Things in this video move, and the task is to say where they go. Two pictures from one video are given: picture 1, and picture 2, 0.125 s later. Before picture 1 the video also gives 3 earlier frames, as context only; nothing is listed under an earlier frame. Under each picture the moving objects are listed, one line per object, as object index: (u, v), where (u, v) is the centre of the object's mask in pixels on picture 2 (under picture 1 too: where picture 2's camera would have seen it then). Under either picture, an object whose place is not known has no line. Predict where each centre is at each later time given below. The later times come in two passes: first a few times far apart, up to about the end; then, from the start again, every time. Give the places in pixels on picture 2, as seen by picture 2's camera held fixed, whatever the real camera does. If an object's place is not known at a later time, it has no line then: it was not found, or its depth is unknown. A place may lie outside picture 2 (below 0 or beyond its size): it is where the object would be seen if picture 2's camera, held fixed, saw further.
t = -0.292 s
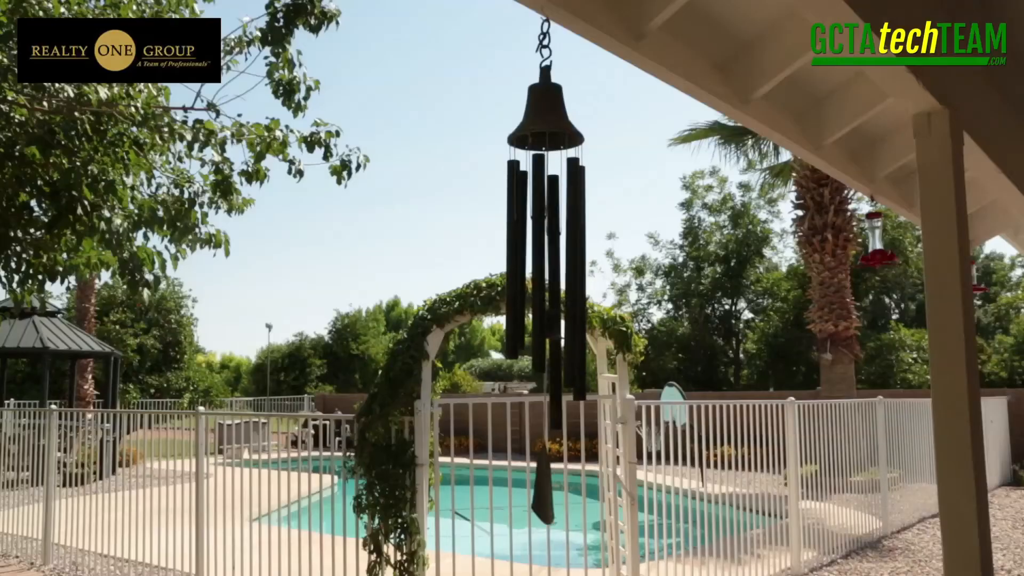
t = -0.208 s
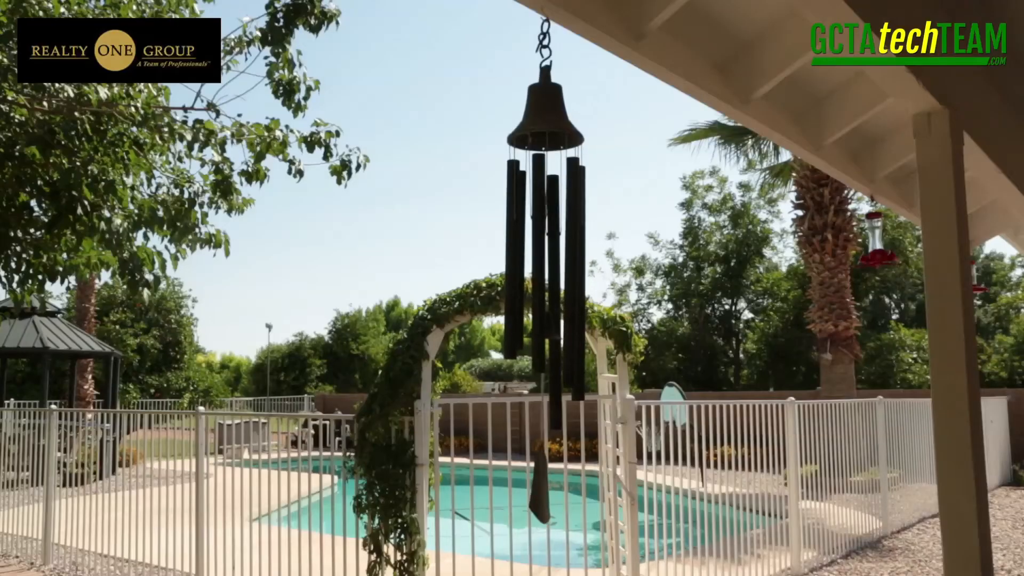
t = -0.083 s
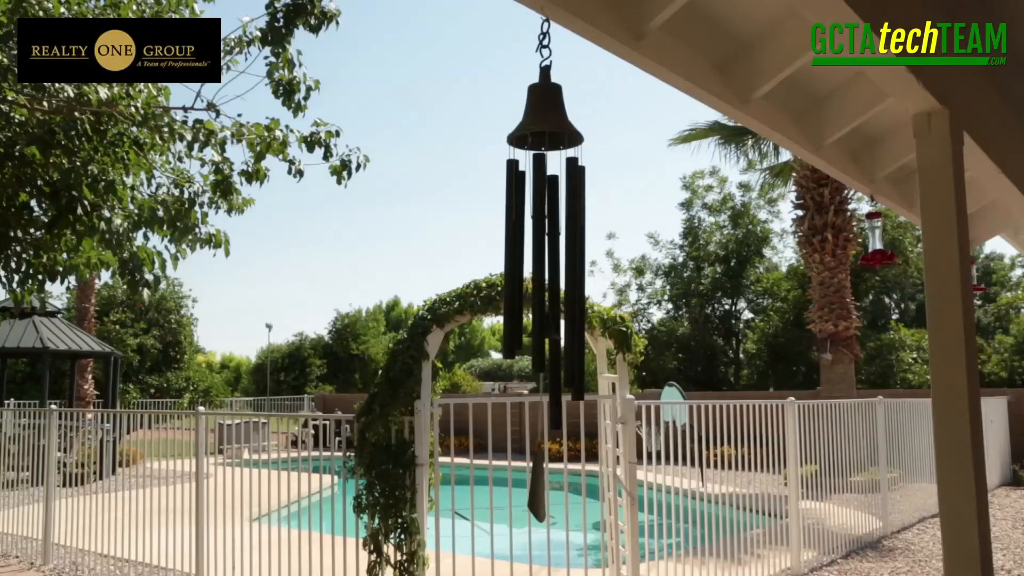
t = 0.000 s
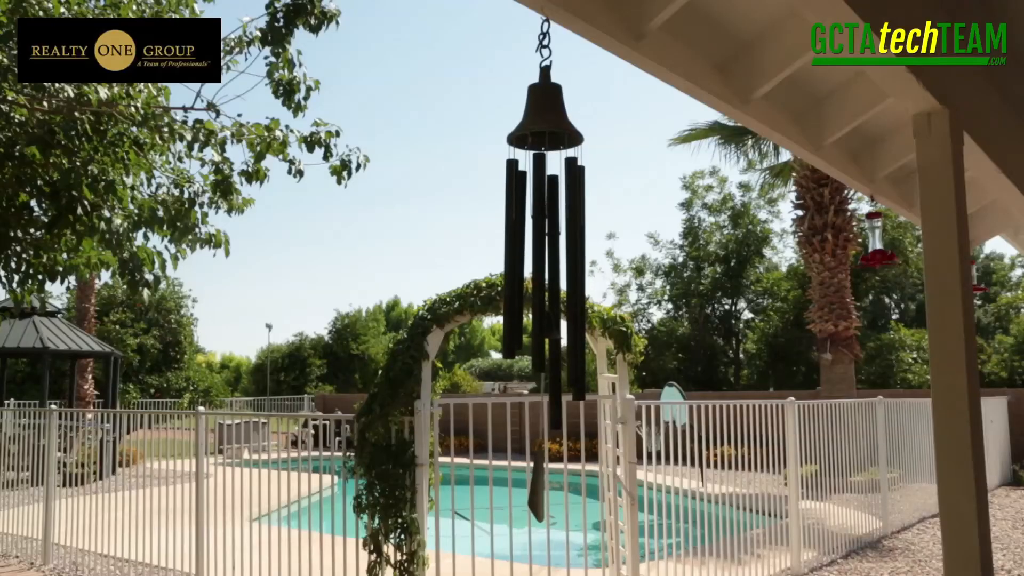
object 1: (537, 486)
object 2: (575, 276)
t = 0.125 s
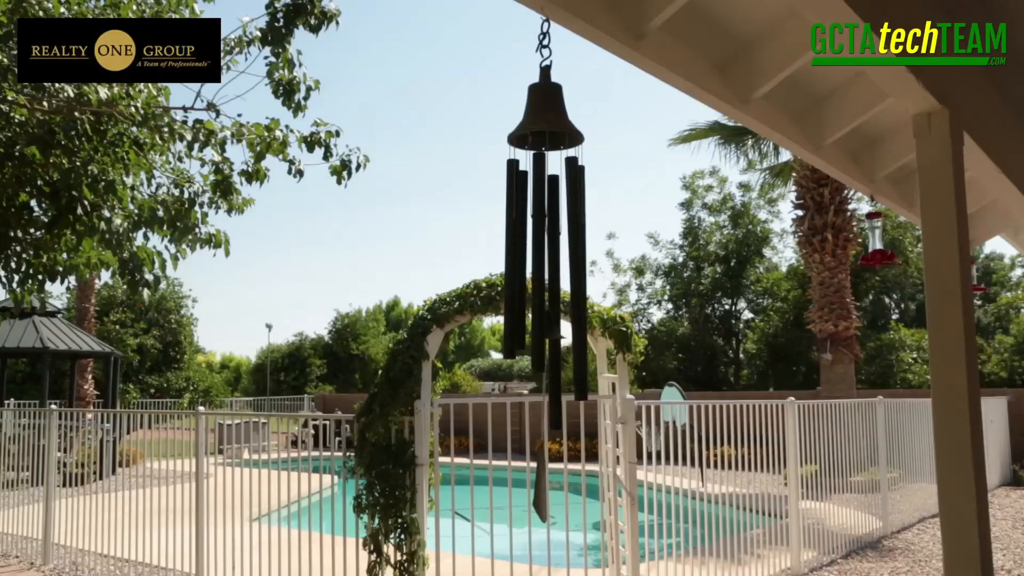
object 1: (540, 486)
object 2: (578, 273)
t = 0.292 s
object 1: (550, 490)
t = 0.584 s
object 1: (566, 491)
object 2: (582, 275)
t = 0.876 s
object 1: (567, 490)
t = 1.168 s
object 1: (552, 488)
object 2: (577, 278)
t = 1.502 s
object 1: (539, 487)
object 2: (577, 280)
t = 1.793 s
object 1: (547, 489)
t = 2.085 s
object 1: (561, 491)
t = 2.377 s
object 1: (566, 491)
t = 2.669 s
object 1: (554, 489)
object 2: (577, 279)
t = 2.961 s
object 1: (546, 487)
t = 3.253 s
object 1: (548, 490)
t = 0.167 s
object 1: (542, 488)
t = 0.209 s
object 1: (545, 487)
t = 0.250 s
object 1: (547, 490)
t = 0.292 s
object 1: (550, 490)
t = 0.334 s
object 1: (552, 490)
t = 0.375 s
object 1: (555, 489)
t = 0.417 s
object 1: (558, 491)
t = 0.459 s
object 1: (560, 490)
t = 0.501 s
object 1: (562, 490)
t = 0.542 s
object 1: (564, 491)
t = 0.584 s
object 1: (566, 491)
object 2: (582, 275)
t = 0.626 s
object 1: (568, 492)
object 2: (582, 276)
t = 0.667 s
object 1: (569, 491)
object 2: (582, 276)
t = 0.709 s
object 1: (570, 491)
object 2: (582, 276)
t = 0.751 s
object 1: (570, 492)
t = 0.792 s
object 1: (569, 491)
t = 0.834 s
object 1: (568, 491)
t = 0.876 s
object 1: (567, 490)
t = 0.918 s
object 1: (565, 490)
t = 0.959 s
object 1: (563, 491)
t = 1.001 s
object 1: (561, 490)
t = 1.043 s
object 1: (558, 490)
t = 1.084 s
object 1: (556, 490)
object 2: (578, 277)
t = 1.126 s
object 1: (554, 489)
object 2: (577, 277)
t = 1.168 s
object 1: (552, 488)
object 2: (577, 278)
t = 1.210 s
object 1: (550, 487)
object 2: (577, 279)
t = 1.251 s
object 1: (548, 487)
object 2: (577, 280)
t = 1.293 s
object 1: (546, 486)
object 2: (576, 281)
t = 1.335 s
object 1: (544, 486)
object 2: (577, 281)
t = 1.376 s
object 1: (542, 486)
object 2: (577, 281)
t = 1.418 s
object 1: (541, 487)
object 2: (577, 281)
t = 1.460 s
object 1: (540, 487)
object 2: (577, 281)
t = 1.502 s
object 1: (539, 487)
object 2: (577, 280)
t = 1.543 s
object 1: (539, 487)
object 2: (578, 280)
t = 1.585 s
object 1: (539, 487)
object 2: (578, 278)
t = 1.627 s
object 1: (540, 488)
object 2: (578, 277)
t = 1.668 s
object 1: (541, 490)
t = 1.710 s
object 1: (543, 490)
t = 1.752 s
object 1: (545, 488)
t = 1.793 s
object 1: (547, 489)
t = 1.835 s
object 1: (549, 490)
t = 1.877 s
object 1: (551, 491)
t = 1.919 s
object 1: (554, 491)
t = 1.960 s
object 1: (556, 492)
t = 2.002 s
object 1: (558, 494)
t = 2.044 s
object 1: (560, 493)
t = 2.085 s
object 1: (561, 491)
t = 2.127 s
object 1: (563, 492)
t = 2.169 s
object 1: (564, 491)
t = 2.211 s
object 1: (565, 492)
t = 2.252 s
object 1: (566, 492)
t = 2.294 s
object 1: (566, 493)
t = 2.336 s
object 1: (566, 492)
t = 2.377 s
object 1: (566, 491)
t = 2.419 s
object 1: (565, 491)
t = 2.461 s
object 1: (563, 492)
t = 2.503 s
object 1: (562, 492)
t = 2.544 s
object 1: (560, 491)
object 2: (578, 279)
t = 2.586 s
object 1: (558, 489)
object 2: (578, 280)
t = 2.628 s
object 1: (556, 490)
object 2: (577, 280)
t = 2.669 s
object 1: (554, 489)
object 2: (577, 279)
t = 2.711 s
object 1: (552, 489)
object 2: (577, 279)
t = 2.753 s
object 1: (551, 488)
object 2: (576, 279)
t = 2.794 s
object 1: (549, 488)
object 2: (576, 279)
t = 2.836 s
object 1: (548, 488)
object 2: (577, 279)
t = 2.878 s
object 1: (547, 487)
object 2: (577, 280)
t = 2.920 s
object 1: (546, 487)
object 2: (577, 280)
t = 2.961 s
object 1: (546, 487)
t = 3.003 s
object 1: (545, 487)
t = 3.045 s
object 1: (545, 488)
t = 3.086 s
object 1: (545, 488)
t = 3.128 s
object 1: (545, 489)
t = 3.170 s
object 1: (546, 489)
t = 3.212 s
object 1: (547, 489)
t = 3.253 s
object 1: (548, 490)
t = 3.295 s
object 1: (550, 490)
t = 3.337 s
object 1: (551, 491)
